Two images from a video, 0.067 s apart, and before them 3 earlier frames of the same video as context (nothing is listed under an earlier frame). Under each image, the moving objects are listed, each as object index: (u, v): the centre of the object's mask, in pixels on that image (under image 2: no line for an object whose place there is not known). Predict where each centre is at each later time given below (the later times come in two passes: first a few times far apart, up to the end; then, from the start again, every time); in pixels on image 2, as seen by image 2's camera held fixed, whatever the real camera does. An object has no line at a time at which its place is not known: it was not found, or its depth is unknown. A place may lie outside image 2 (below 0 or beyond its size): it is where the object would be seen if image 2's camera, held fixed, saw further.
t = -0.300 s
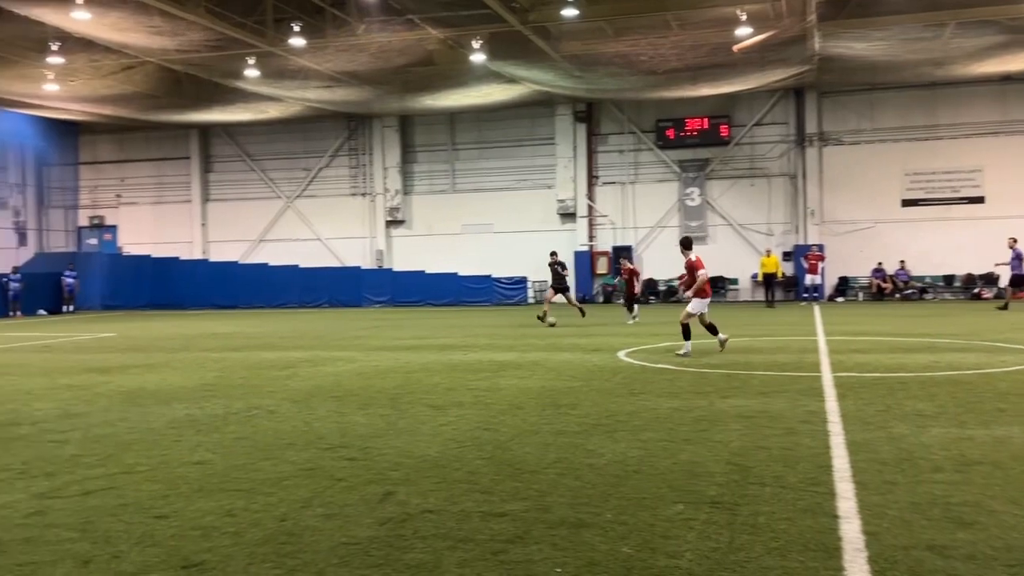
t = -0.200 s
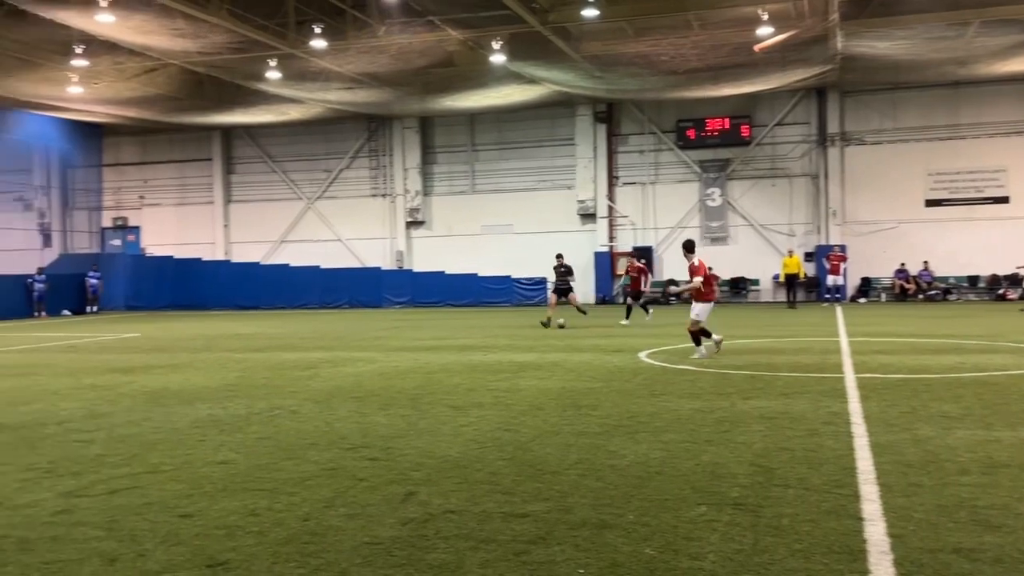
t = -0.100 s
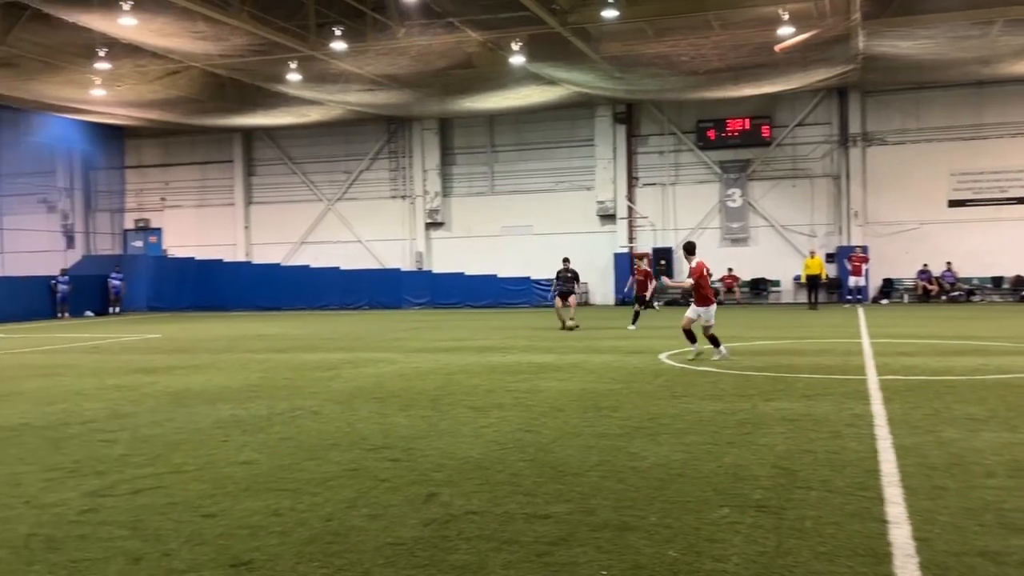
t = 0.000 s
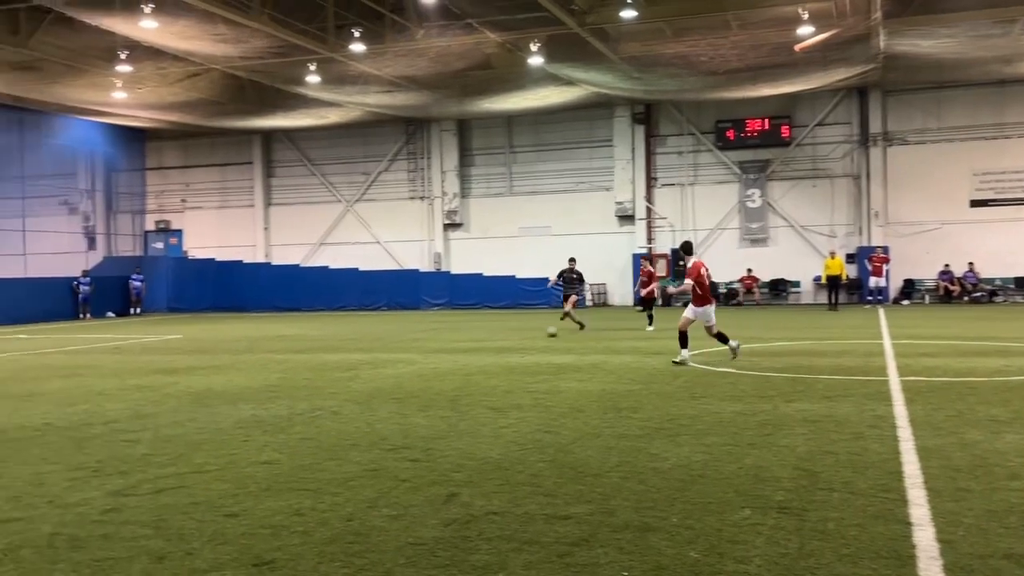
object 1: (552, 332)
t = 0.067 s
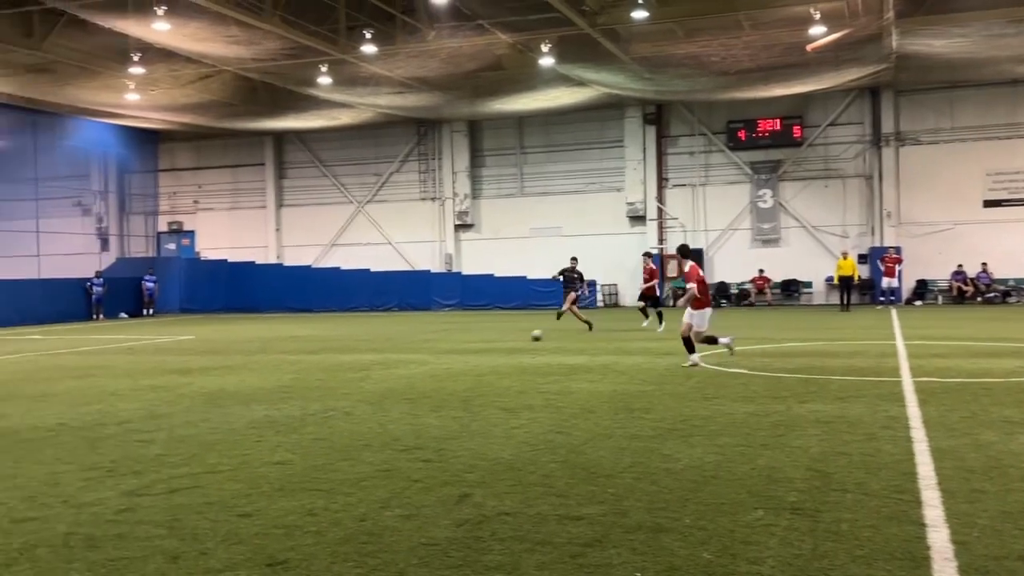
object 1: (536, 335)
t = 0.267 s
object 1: (454, 345)
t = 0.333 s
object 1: (423, 351)
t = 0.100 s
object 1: (523, 338)
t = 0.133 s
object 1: (509, 340)
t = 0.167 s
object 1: (497, 341)
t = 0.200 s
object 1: (482, 343)
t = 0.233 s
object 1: (468, 344)
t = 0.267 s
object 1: (454, 345)
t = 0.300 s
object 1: (438, 348)
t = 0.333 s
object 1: (423, 351)
